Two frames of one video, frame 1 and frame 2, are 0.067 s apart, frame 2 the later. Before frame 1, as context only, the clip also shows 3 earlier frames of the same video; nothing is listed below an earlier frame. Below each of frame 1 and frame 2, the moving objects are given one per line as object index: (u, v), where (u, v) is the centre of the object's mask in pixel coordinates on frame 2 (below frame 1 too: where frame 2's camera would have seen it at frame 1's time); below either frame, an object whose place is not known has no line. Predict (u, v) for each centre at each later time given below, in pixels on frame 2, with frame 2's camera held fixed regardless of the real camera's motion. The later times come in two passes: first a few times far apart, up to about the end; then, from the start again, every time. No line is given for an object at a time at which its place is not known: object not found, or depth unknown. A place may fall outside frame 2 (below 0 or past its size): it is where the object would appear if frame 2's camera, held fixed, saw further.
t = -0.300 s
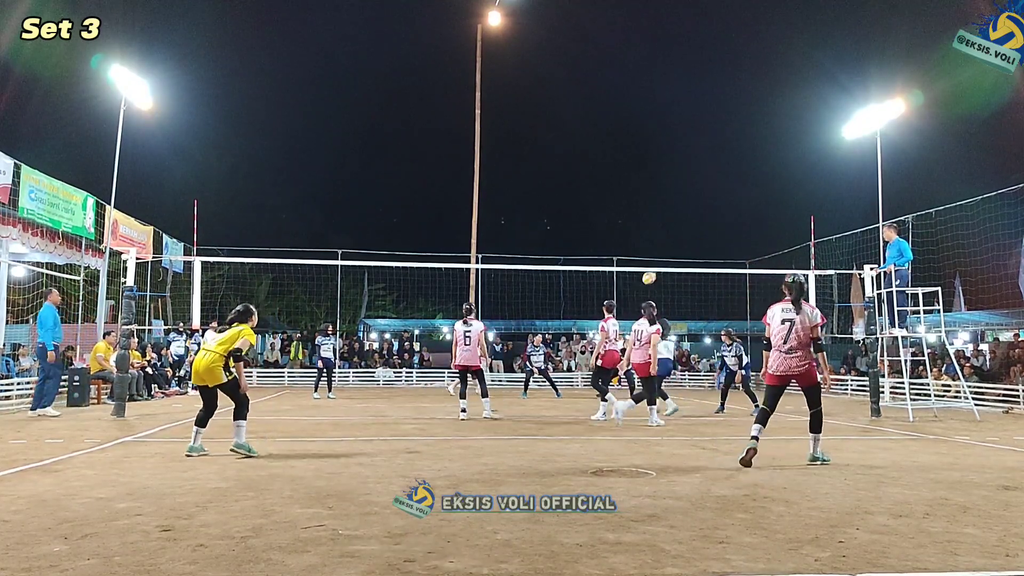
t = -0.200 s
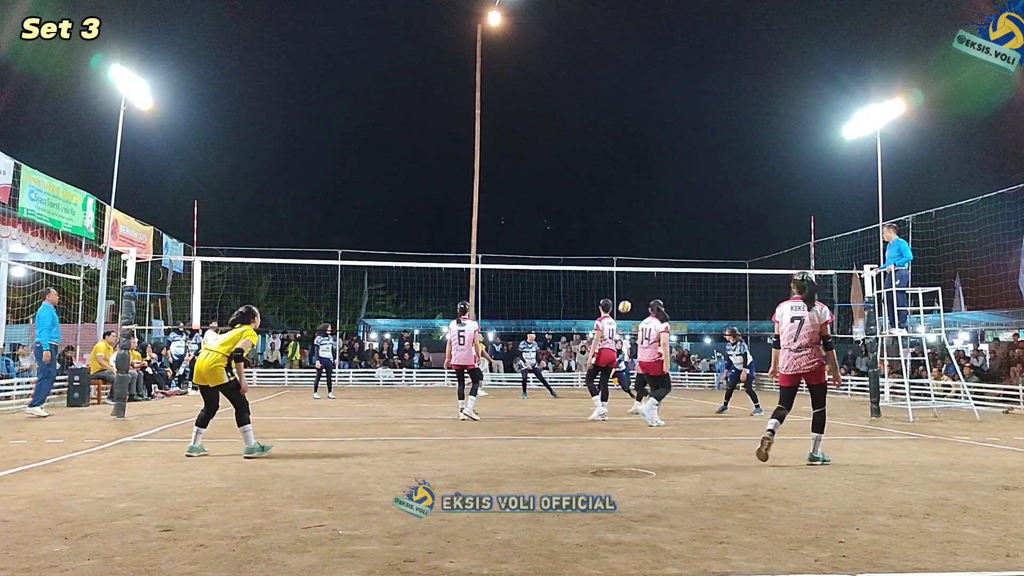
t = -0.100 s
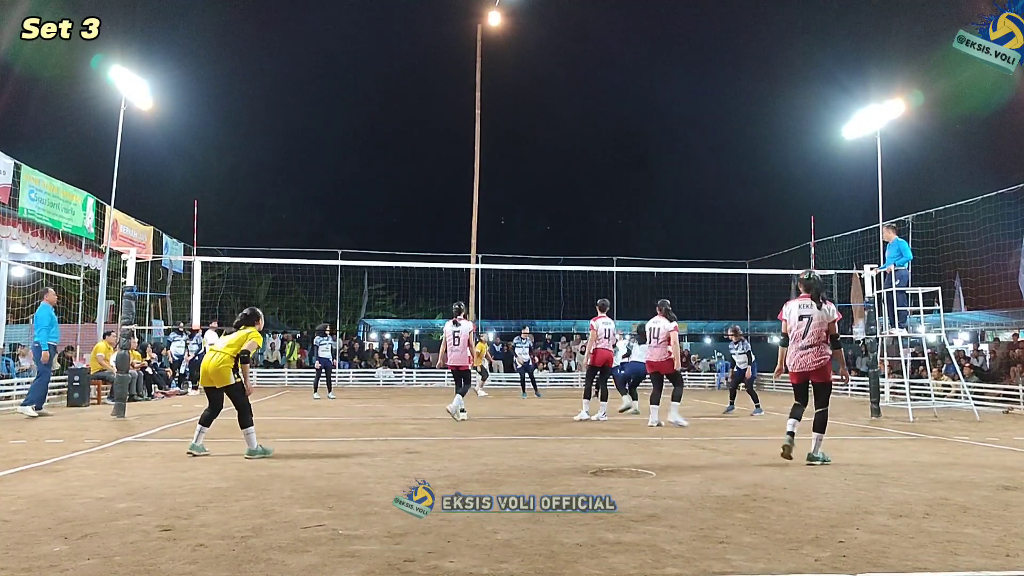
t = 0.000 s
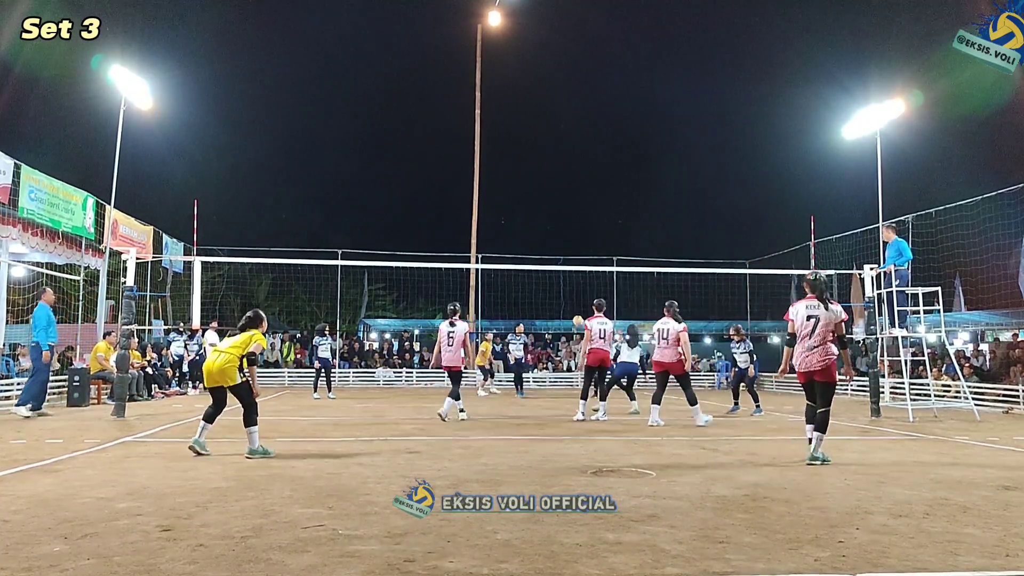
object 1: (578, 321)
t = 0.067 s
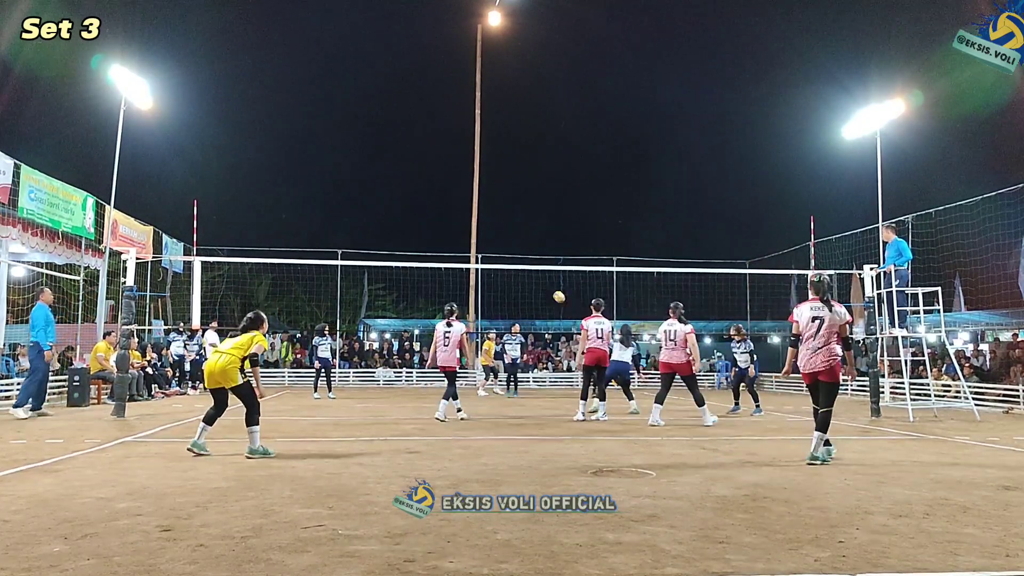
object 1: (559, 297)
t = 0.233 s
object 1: (515, 249)
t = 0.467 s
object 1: (459, 210)
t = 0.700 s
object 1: (410, 197)
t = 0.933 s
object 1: (367, 207)
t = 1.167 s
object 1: (328, 237)
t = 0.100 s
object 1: (550, 286)
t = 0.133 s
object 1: (540, 276)
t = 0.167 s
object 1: (532, 266)
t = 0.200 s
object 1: (523, 257)
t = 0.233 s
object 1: (515, 249)
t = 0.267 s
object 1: (506, 242)
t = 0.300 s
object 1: (498, 235)
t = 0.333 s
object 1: (490, 229)
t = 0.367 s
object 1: (482, 224)
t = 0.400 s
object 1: (474, 218)
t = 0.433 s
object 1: (467, 214)
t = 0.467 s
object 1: (459, 210)
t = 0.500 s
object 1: (452, 207)
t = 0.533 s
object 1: (444, 204)
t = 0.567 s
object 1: (437, 202)
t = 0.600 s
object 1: (430, 200)
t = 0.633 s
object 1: (424, 198)
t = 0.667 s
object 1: (417, 198)
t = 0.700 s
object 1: (410, 197)
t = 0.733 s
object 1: (404, 198)
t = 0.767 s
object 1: (397, 198)
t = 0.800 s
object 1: (391, 199)
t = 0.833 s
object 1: (385, 201)
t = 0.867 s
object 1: (378, 202)
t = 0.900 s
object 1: (372, 205)
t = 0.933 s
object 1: (367, 207)
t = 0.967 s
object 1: (361, 210)
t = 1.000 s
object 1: (355, 214)
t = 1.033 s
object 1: (350, 218)
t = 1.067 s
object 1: (344, 222)
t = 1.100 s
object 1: (339, 226)
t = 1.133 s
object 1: (334, 231)
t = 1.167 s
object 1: (328, 237)
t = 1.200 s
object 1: (323, 242)
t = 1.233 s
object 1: (318, 248)
